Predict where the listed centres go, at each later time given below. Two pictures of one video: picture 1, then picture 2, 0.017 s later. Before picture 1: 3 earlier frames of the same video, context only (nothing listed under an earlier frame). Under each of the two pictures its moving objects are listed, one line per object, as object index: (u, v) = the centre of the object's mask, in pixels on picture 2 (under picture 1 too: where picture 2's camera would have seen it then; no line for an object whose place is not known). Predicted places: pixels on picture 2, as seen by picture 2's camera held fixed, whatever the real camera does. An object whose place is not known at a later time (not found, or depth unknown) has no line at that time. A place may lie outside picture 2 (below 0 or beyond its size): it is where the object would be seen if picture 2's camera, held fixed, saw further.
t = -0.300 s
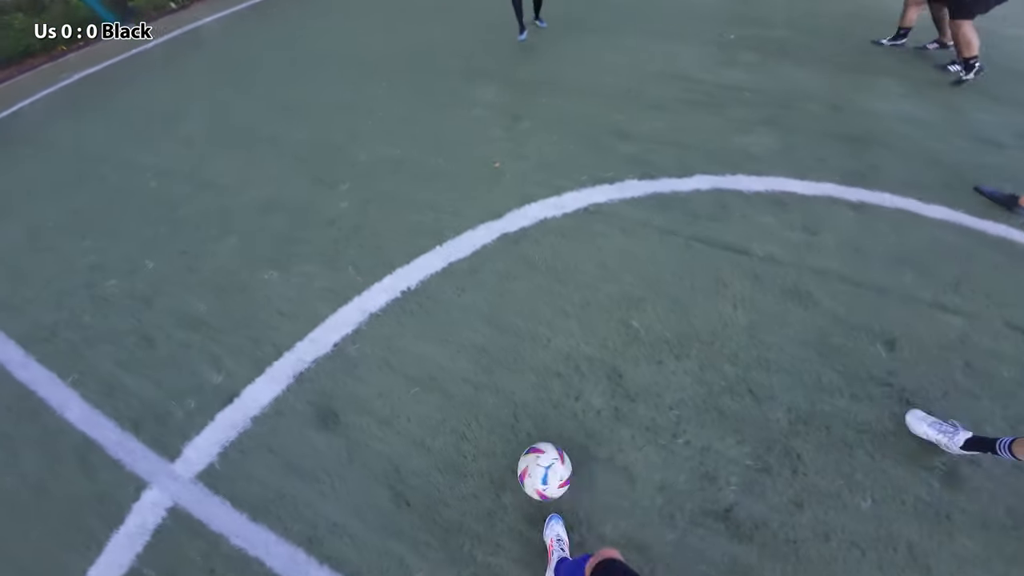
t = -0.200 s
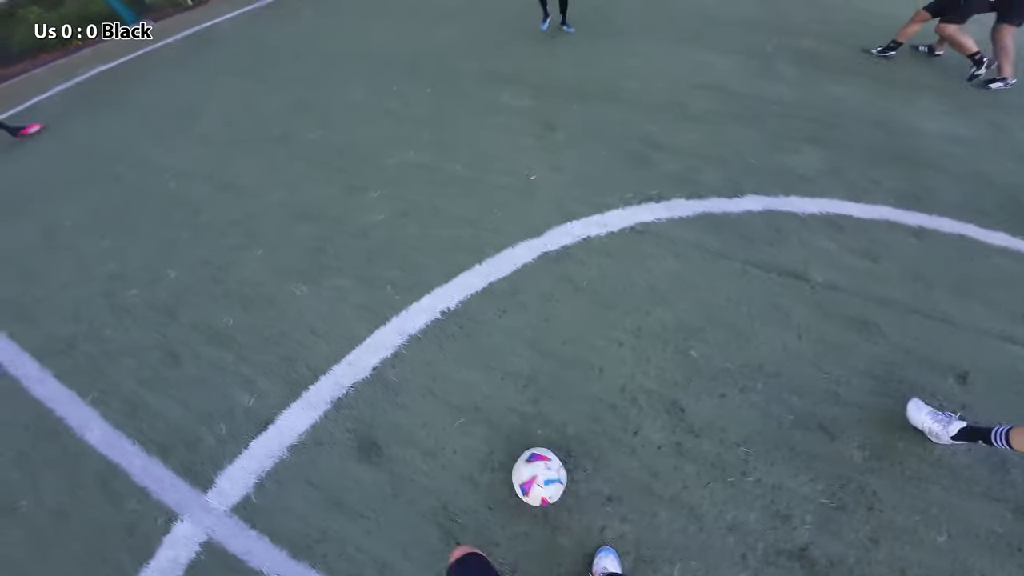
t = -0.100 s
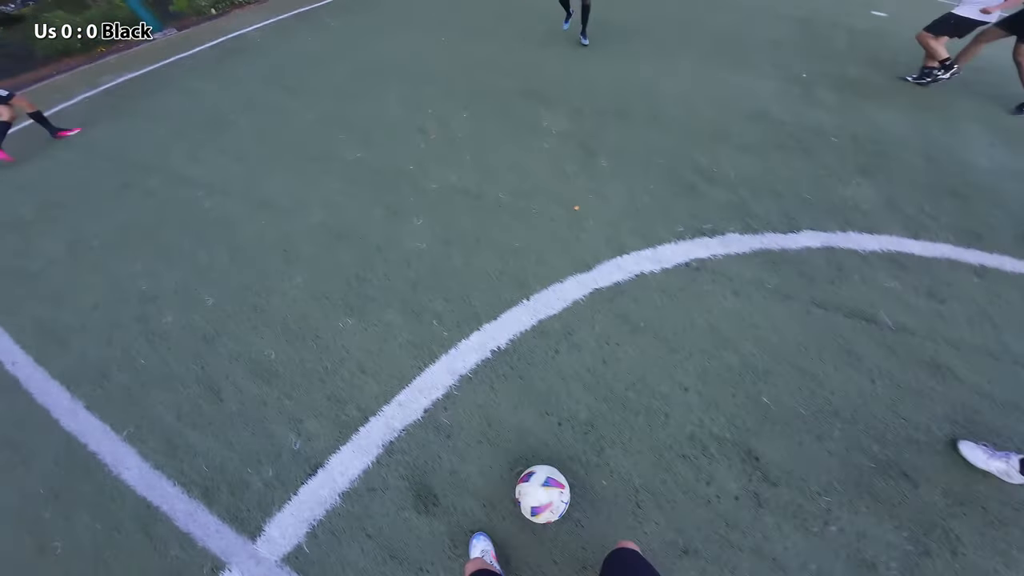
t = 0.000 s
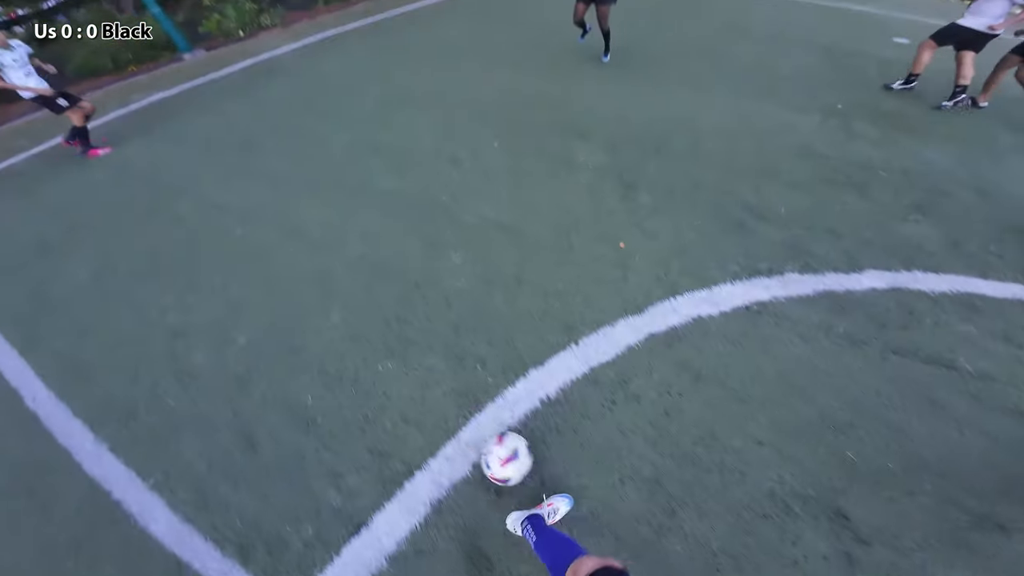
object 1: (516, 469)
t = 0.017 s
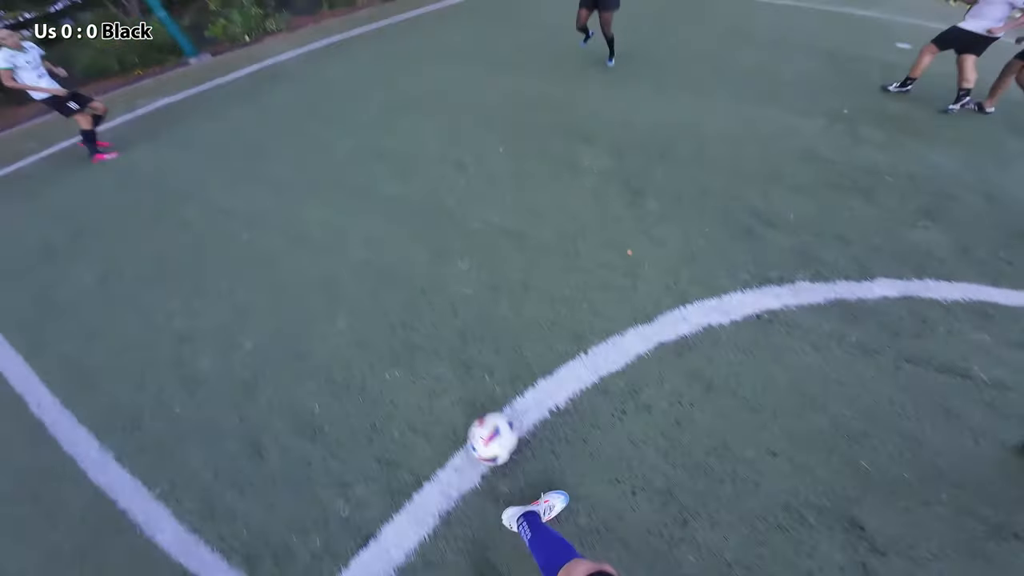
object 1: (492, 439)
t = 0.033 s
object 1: (471, 410)
